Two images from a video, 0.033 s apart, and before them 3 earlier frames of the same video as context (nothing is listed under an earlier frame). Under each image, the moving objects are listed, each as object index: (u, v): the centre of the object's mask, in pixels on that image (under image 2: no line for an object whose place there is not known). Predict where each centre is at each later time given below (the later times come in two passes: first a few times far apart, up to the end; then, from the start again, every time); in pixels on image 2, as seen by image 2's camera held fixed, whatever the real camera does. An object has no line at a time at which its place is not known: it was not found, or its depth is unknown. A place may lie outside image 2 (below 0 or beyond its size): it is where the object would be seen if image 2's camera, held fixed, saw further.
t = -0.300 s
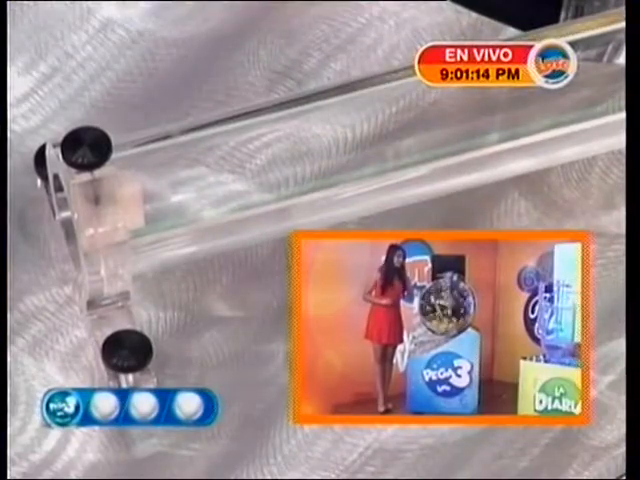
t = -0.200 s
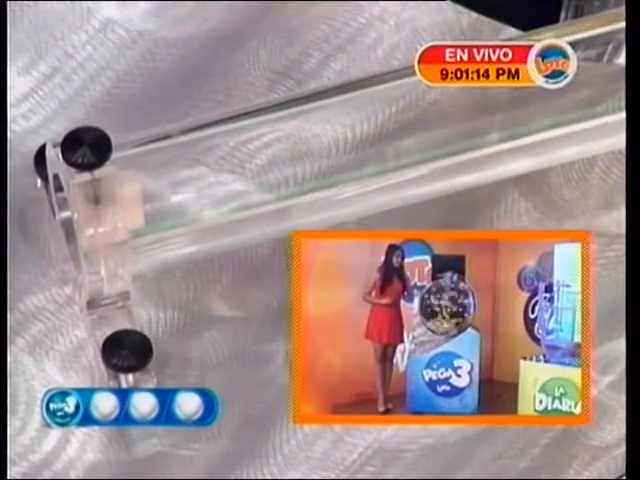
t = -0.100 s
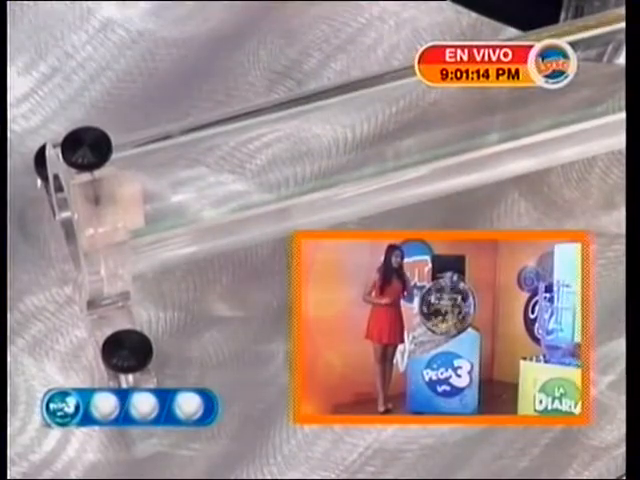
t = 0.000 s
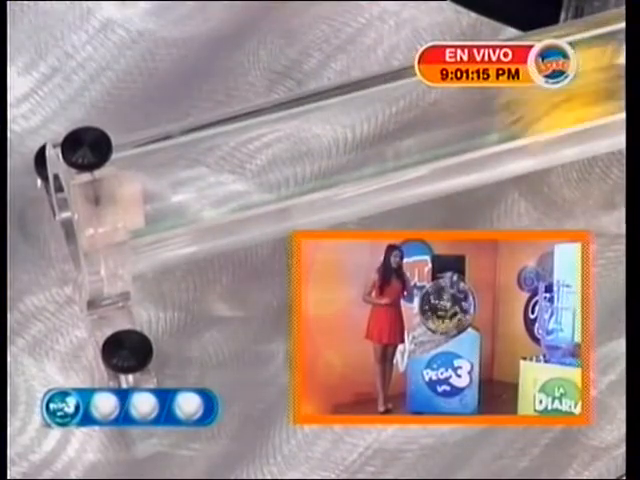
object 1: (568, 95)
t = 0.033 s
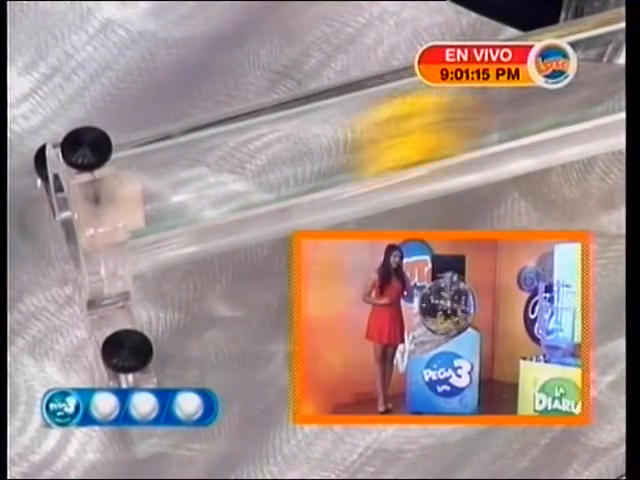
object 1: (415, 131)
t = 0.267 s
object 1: (237, 175)
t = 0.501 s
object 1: (183, 189)
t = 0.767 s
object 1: (183, 190)
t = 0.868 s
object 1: (183, 190)
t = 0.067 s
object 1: (252, 172)
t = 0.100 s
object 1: (206, 182)
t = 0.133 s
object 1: (235, 174)
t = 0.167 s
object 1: (246, 170)
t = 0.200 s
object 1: (251, 174)
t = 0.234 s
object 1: (249, 174)
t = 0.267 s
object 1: (237, 175)
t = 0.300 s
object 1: (224, 184)
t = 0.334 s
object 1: (204, 184)
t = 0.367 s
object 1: (185, 191)
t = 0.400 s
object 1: (184, 188)
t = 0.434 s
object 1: (184, 192)
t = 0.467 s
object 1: (183, 189)
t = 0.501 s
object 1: (183, 189)
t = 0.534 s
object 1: (183, 190)
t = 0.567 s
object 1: (183, 189)
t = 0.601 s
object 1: (183, 190)
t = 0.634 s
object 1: (183, 190)
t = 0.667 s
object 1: (183, 190)
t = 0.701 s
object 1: (183, 190)
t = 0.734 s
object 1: (183, 190)
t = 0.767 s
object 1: (183, 190)
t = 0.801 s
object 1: (183, 190)
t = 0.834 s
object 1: (183, 190)
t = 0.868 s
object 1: (183, 190)
